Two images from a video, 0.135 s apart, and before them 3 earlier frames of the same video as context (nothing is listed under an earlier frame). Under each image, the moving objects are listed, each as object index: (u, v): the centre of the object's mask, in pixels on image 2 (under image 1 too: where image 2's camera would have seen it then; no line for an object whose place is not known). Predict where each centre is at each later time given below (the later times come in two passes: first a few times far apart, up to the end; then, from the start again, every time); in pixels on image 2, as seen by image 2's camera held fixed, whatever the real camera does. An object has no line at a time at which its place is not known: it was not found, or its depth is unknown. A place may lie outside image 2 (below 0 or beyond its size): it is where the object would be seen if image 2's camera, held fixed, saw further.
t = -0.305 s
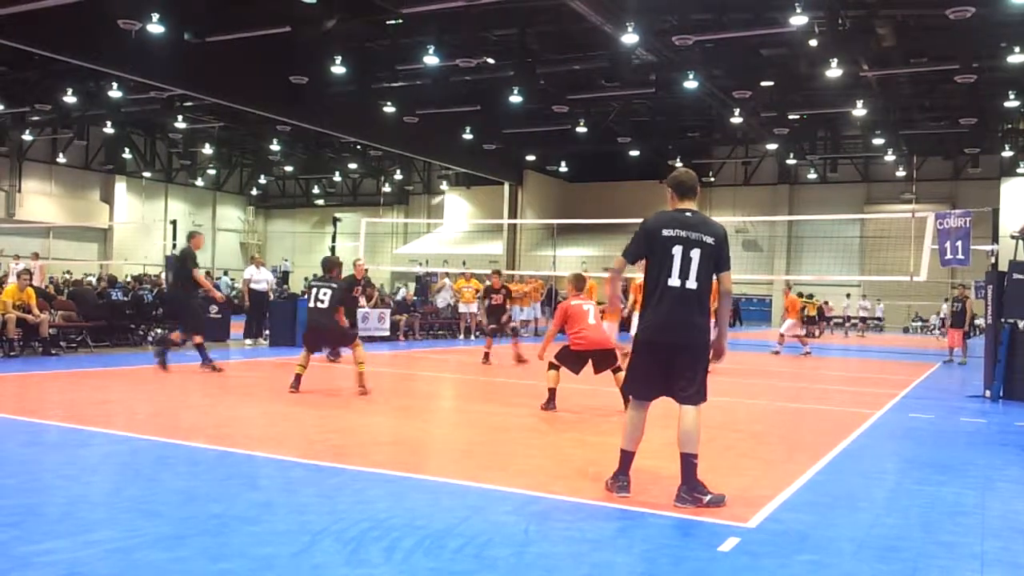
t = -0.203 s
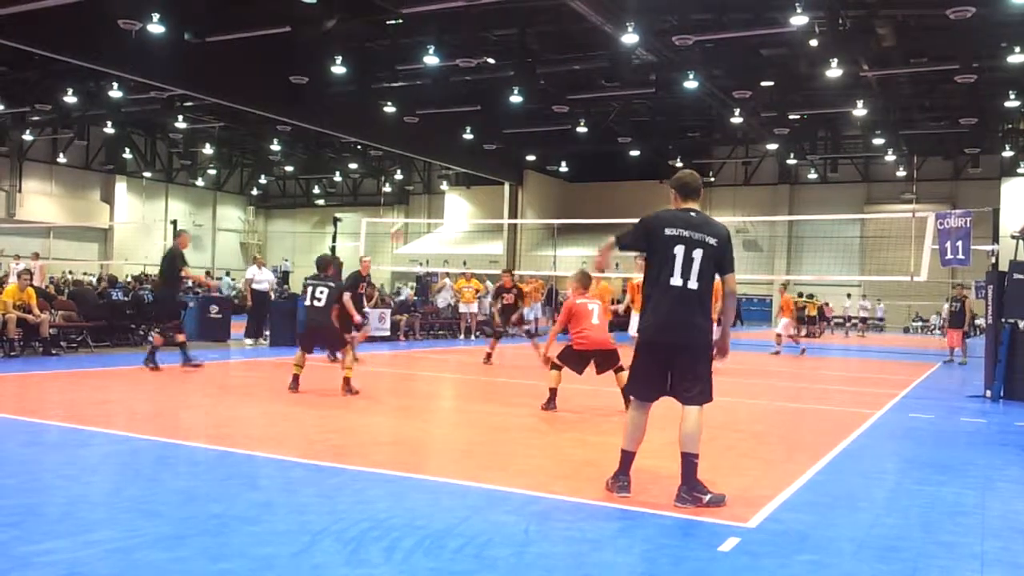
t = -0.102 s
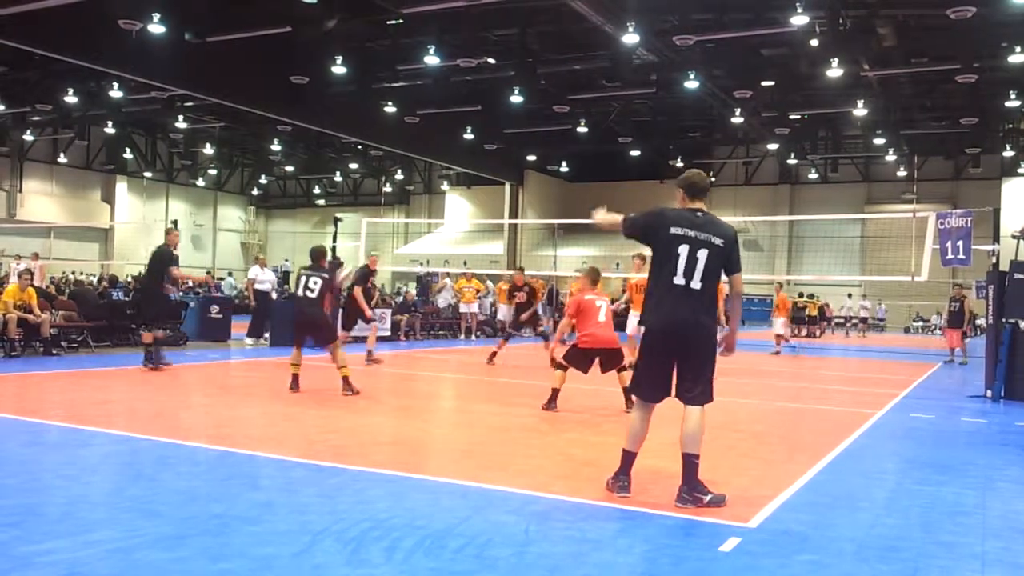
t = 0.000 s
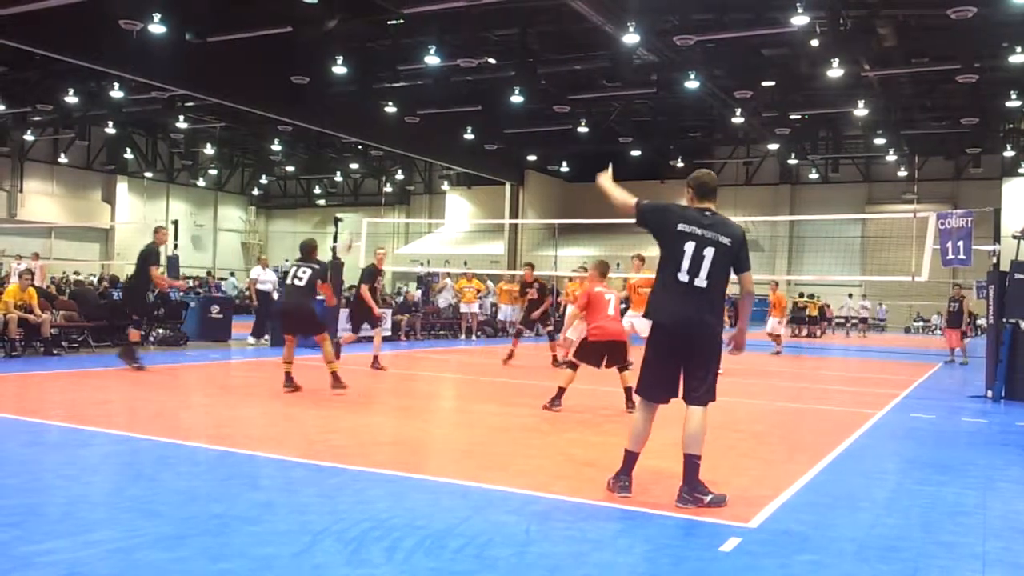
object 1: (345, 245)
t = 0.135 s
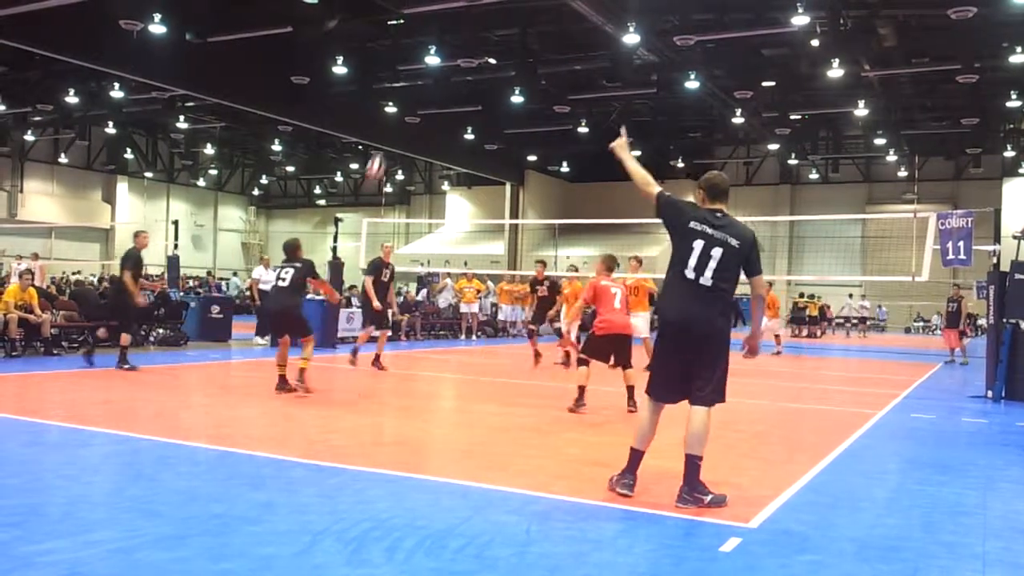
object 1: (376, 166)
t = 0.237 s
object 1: (396, 122)
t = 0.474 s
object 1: (444, 50)
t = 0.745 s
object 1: (490, 28)
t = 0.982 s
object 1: (527, 55)
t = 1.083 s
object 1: (543, 80)
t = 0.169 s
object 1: (382, 153)
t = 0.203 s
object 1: (389, 136)
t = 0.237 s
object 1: (396, 122)
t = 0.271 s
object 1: (403, 109)
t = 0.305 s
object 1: (410, 97)
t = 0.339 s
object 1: (417, 86)
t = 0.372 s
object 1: (423, 76)
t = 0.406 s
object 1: (430, 70)
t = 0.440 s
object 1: (435, 58)
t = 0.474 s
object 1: (444, 50)
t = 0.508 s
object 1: (450, 45)
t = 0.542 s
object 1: (455, 40)
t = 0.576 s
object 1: (462, 35)
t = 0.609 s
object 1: (467, 32)
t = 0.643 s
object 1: (473, 30)
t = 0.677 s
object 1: (479, 28)
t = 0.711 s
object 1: (484, 28)
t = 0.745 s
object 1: (490, 28)
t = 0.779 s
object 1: (495, 29)
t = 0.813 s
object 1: (501, 31)
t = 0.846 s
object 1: (506, 34)
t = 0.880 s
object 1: (512, 38)
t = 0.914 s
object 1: (517, 43)
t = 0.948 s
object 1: (522, 48)
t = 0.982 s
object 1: (527, 55)
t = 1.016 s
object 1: (532, 63)
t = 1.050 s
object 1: (538, 70)
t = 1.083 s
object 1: (543, 80)
